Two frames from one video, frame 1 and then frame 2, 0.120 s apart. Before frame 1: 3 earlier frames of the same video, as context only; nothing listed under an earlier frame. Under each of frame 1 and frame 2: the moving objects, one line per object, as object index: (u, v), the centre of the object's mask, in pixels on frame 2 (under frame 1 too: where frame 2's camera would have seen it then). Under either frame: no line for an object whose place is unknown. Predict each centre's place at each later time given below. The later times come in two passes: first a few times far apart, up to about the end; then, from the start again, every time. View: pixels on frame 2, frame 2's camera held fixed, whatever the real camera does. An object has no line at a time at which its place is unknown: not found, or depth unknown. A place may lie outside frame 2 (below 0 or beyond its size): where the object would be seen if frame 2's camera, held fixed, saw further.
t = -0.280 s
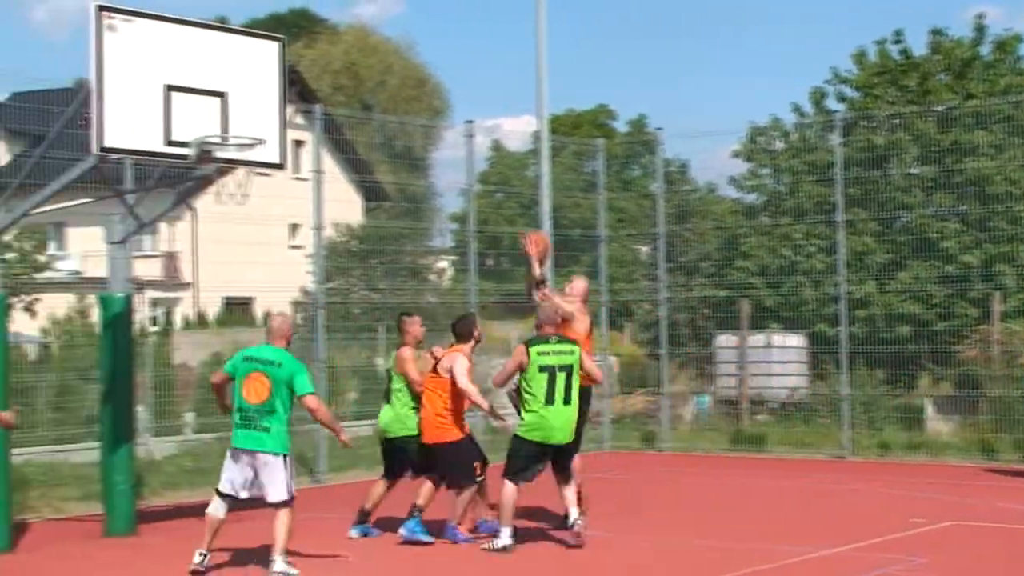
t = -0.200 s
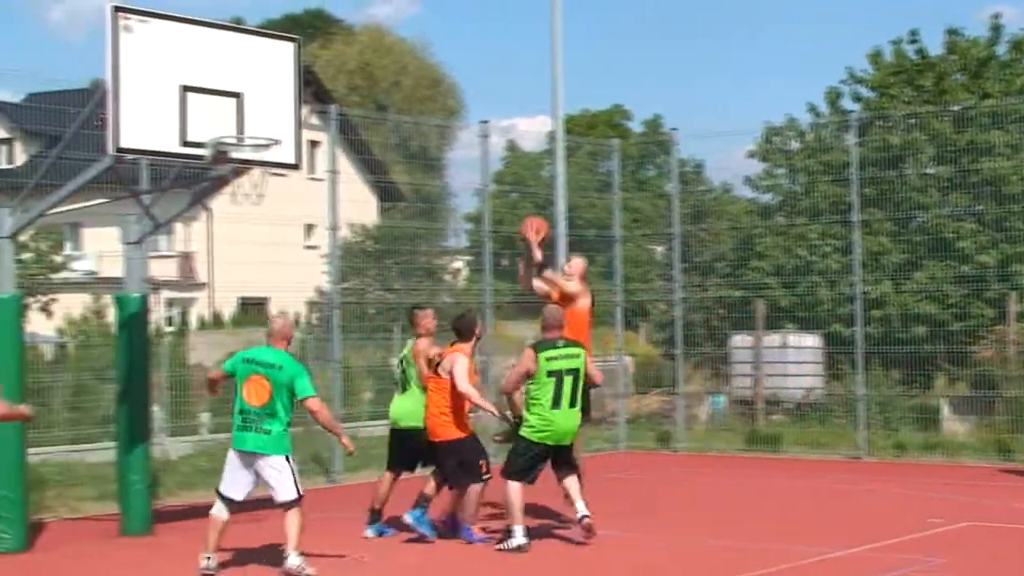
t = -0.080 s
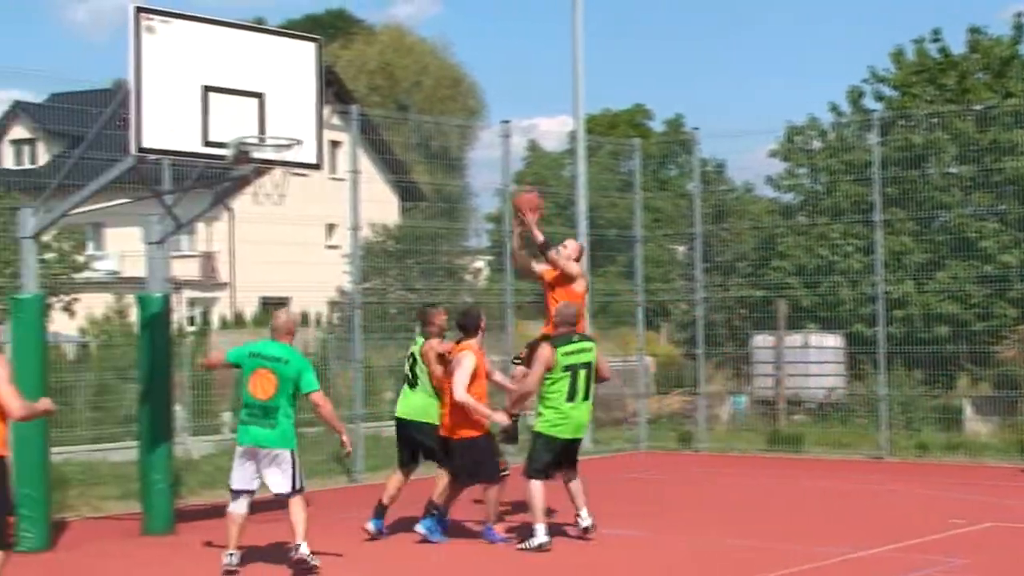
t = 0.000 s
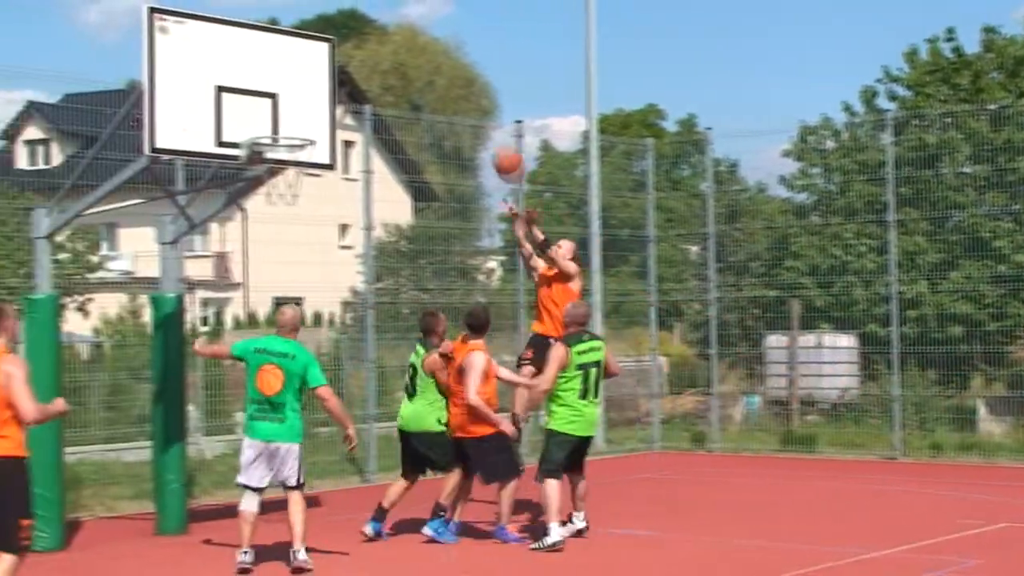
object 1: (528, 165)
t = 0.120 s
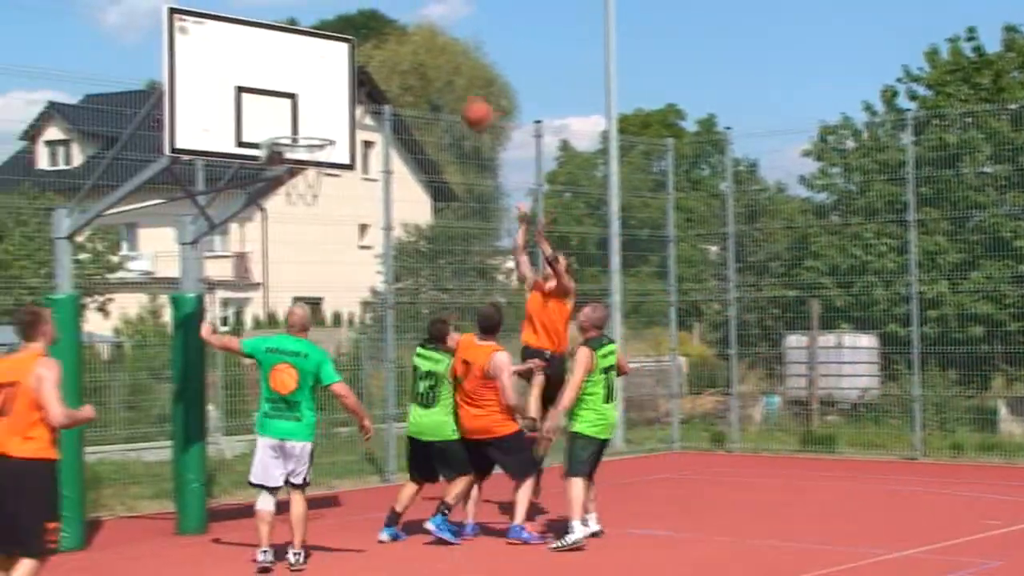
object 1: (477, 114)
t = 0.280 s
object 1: (409, 73)
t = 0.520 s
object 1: (325, 71)
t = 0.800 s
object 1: (309, 144)
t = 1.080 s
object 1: (283, 186)
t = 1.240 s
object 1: (282, 238)
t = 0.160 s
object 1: (460, 101)
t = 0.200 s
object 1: (442, 89)
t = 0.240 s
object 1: (425, 81)
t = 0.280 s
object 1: (409, 73)
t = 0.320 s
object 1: (392, 67)
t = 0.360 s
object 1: (375, 65)
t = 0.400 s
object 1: (357, 63)
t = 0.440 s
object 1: (339, 65)
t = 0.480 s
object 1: (325, 68)
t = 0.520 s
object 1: (325, 71)
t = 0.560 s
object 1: (324, 76)
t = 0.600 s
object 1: (323, 84)
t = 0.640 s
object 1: (322, 95)
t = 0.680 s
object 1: (321, 107)
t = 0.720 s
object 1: (320, 121)
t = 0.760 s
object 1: (318, 135)
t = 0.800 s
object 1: (309, 144)
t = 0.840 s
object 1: (298, 158)
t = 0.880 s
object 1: (292, 164)
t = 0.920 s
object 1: (288, 168)
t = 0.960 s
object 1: (285, 169)
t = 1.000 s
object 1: (284, 173)
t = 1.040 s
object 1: (284, 179)
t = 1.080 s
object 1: (283, 186)
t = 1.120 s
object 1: (282, 196)
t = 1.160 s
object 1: (283, 208)
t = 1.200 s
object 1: (282, 221)
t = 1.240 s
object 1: (282, 238)
